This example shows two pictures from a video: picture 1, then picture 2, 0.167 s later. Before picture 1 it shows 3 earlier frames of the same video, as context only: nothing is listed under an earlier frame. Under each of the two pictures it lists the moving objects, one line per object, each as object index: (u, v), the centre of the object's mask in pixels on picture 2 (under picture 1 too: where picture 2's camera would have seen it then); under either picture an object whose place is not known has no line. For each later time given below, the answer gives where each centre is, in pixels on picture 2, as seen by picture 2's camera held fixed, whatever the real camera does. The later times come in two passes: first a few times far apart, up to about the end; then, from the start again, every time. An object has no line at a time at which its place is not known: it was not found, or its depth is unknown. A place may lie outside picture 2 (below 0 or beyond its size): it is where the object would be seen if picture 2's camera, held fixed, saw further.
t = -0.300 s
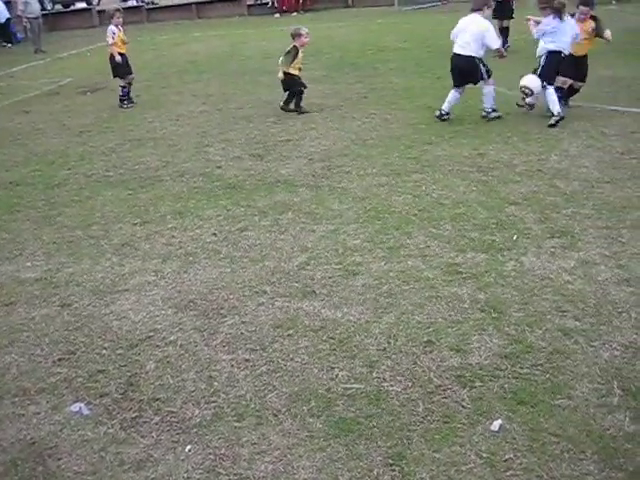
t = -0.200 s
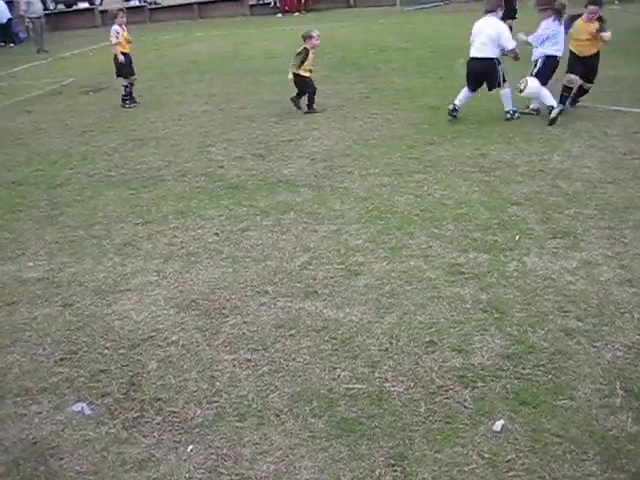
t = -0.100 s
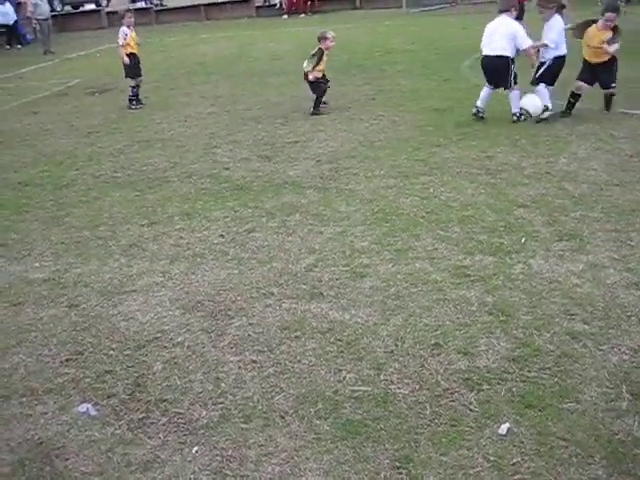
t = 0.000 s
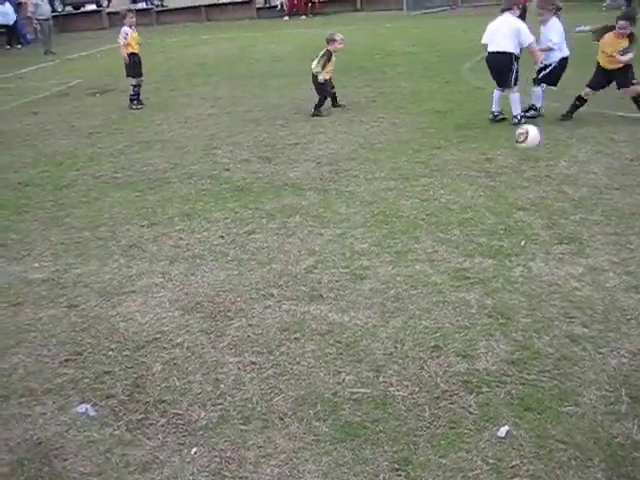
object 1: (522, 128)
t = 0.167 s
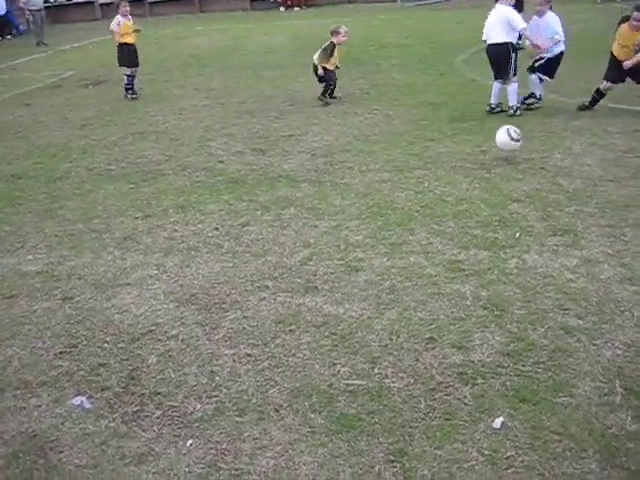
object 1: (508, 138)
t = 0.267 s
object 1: (499, 143)
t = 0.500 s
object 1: (474, 166)
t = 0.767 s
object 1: (445, 175)
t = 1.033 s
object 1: (419, 184)
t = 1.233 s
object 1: (401, 191)
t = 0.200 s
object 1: (505, 138)
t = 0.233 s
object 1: (502, 140)
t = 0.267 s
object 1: (499, 143)
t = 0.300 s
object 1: (496, 149)
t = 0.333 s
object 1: (493, 156)
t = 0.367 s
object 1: (489, 161)
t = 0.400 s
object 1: (486, 160)
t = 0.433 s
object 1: (482, 160)
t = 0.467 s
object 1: (478, 163)
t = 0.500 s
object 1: (474, 166)
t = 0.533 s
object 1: (471, 167)
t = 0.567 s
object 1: (467, 168)
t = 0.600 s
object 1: (463, 169)
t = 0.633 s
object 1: (459, 171)
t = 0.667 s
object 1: (456, 171)
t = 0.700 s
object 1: (452, 173)
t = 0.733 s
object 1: (449, 174)
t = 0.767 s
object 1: (445, 175)
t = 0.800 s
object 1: (442, 177)
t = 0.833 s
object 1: (439, 178)
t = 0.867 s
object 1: (435, 179)
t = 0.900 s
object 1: (432, 181)
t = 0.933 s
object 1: (428, 181)
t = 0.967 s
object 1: (425, 182)
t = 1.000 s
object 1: (422, 183)
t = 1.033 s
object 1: (419, 184)
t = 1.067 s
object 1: (416, 185)
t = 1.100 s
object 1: (413, 187)
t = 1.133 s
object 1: (410, 188)
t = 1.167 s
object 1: (408, 189)
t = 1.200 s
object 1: (404, 190)
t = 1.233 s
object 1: (401, 191)
